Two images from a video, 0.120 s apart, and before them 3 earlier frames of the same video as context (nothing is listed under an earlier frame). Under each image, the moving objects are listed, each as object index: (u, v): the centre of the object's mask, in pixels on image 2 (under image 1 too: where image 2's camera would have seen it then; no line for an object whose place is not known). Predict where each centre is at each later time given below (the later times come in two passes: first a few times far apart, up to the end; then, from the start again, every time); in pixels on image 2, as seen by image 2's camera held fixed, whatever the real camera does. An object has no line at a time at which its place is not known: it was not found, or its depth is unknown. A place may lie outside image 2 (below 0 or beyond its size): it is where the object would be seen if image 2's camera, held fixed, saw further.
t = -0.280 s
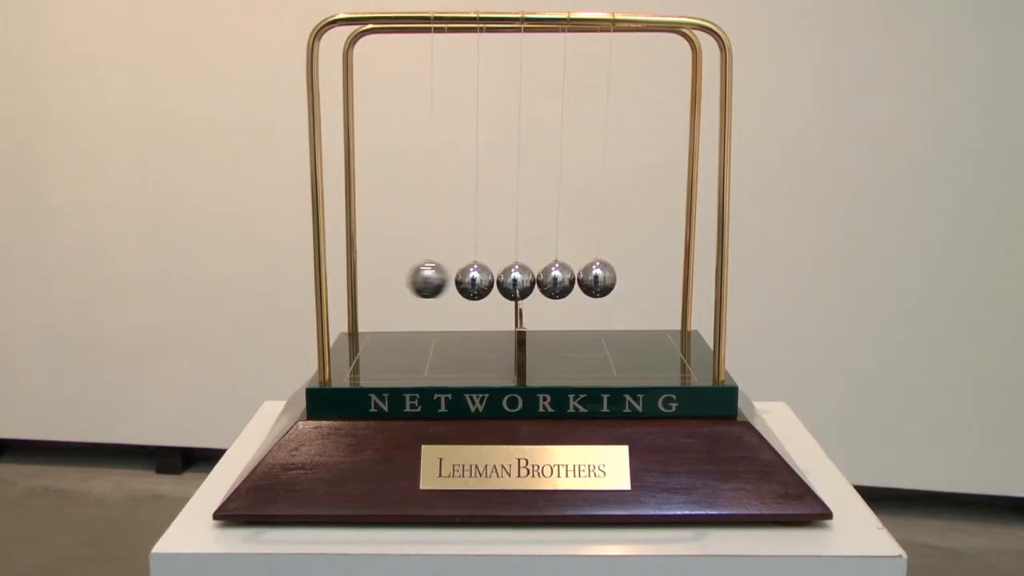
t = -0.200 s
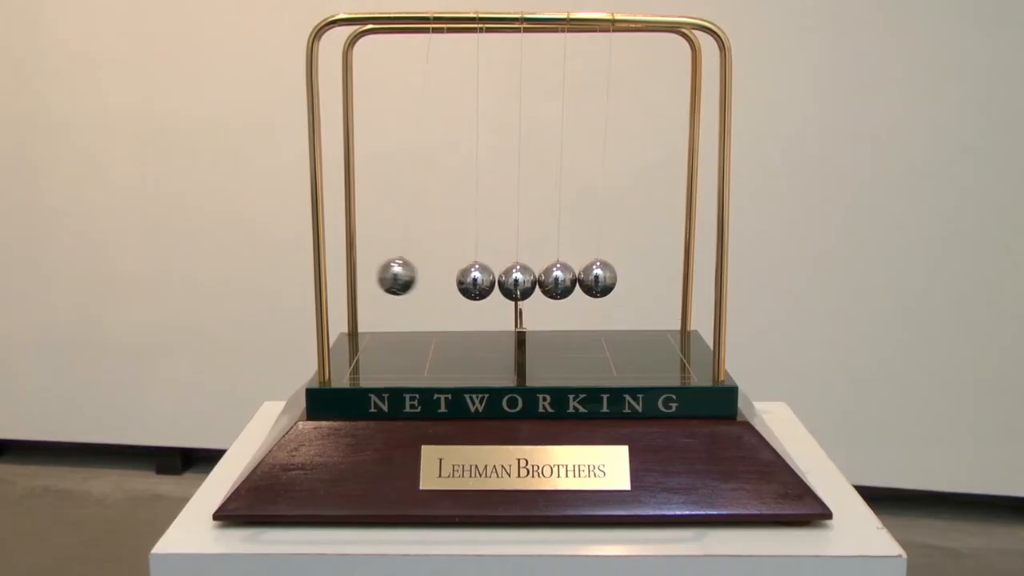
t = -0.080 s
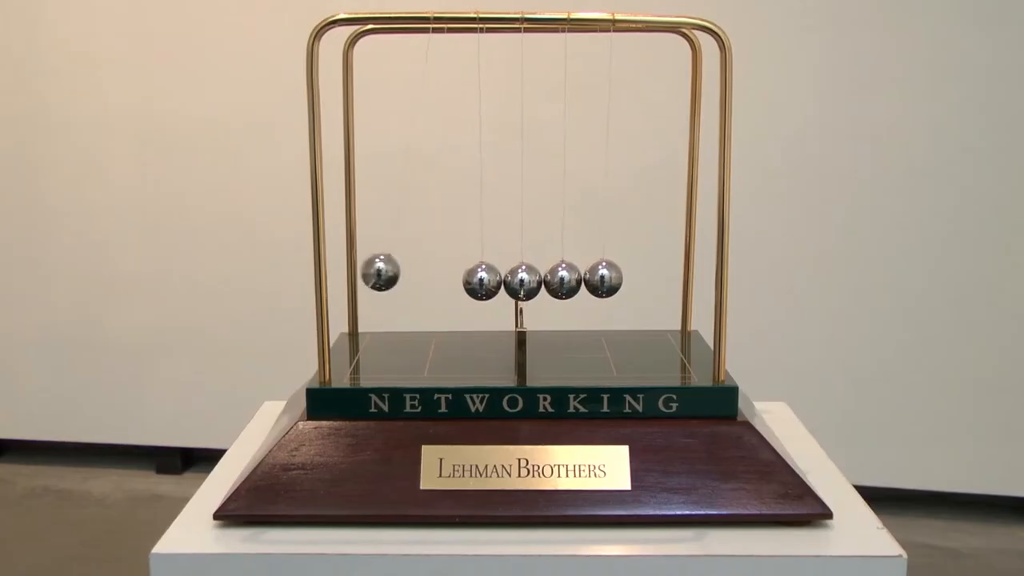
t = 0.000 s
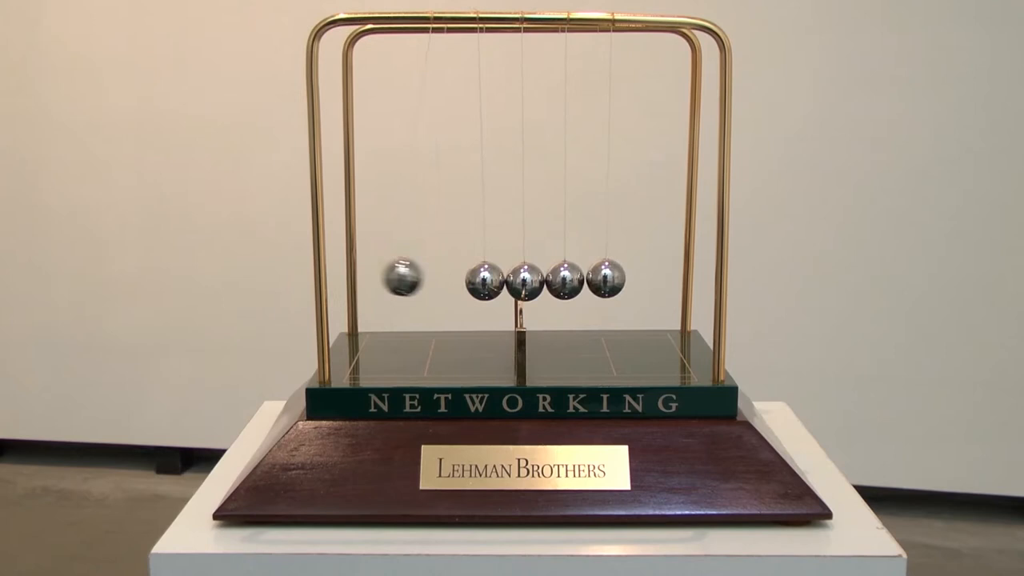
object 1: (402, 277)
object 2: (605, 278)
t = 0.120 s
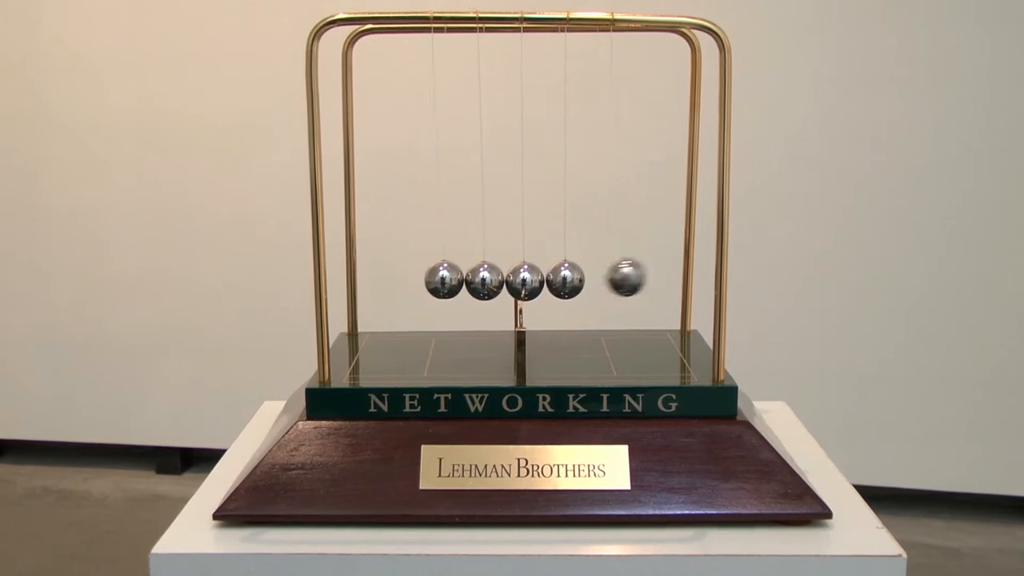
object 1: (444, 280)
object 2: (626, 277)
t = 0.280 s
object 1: (437, 280)
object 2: (648, 274)
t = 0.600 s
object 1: (380, 272)
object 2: (602, 278)
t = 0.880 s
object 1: (442, 279)
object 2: (646, 274)
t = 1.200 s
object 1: (399, 276)
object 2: (596, 278)
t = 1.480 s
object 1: (442, 279)
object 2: (606, 278)
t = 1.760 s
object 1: (434, 280)
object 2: (620, 278)
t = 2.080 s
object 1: (391, 274)
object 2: (604, 278)
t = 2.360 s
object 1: (439, 279)
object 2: (653, 273)
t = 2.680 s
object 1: (381, 272)
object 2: (602, 278)
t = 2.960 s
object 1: (443, 280)
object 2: (638, 276)
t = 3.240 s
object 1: (423, 279)
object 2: (596, 278)
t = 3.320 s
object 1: (394, 275)
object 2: (597, 278)
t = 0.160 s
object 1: (442, 280)
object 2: (641, 275)
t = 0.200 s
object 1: (441, 279)
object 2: (651, 273)
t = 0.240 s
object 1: (439, 279)
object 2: (654, 272)
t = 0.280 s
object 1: (437, 280)
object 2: (648, 274)
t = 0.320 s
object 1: (435, 280)
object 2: (635, 276)
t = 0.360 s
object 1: (434, 279)
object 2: (617, 277)
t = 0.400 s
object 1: (434, 279)
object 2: (597, 278)
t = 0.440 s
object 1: (418, 279)
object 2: (596, 278)
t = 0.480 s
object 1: (403, 277)
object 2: (596, 278)
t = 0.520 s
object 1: (391, 274)
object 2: (598, 278)
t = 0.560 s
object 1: (383, 272)
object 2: (600, 278)
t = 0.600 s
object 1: (380, 272)
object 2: (602, 278)
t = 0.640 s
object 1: (383, 273)
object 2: (604, 278)
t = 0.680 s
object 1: (393, 275)
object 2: (605, 278)
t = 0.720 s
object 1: (412, 278)
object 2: (606, 278)
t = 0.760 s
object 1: (434, 279)
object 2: (606, 278)
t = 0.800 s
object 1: (445, 279)
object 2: (615, 278)
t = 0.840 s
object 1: (444, 279)
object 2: (633, 276)
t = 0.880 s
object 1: (442, 279)
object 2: (646, 274)
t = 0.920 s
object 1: (440, 279)
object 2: (652, 273)
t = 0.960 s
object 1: (438, 279)
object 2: (651, 273)
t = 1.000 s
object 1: (437, 279)
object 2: (642, 275)
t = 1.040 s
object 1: (436, 279)
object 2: (627, 277)
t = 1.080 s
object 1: (435, 279)
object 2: (608, 278)
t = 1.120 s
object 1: (429, 279)
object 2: (595, 278)
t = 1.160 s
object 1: (411, 278)
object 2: (595, 278)
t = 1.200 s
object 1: (399, 276)
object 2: (596, 278)
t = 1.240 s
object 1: (389, 272)
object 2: (598, 278)
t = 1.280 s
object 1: (382, 273)
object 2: (599, 278)
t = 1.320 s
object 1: (381, 272)
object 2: (601, 278)
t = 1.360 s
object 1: (387, 274)
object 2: (603, 278)
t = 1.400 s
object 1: (400, 276)
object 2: (605, 278)
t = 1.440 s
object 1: (420, 278)
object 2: (606, 278)
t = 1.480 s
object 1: (442, 279)
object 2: (606, 278)
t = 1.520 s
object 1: (444, 279)
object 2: (621, 277)
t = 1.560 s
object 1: (443, 280)
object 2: (639, 276)
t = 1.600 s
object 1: (442, 279)
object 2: (650, 274)
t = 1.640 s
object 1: (440, 279)
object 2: (653, 273)
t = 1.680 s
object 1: (437, 280)
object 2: (649, 274)
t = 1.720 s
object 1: (436, 280)
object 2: (637, 276)
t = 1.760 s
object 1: (434, 280)
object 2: (620, 278)
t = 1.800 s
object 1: (434, 279)
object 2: (601, 278)
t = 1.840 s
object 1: (422, 279)
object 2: (596, 278)
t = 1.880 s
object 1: (406, 277)
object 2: (596, 278)
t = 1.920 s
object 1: (394, 275)
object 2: (597, 278)
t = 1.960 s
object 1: (385, 272)
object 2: (599, 278)
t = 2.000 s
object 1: (380, 272)
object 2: (601, 278)
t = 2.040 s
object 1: (382, 272)
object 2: (603, 278)
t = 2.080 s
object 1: (391, 274)
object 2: (604, 278)
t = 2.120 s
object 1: (407, 277)
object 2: (605, 278)
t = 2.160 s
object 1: (429, 280)
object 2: (606, 278)
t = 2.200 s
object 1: (445, 279)
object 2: (611, 278)
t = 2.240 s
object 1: (444, 279)
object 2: (630, 276)
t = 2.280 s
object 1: (442, 280)
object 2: (645, 274)
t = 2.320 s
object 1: (440, 279)
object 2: (653, 273)
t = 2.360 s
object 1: (439, 279)
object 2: (653, 273)
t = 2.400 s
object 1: (437, 280)
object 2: (646, 274)
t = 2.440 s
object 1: (436, 280)
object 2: (632, 276)
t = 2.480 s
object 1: (435, 280)
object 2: (613, 278)
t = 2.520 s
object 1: (433, 280)
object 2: (595, 278)
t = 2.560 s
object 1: (414, 279)
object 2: (596, 278)
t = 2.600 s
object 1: (400, 277)
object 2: (597, 278)
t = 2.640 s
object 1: (389, 273)
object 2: (600, 278)
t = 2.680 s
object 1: (381, 272)
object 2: (602, 278)
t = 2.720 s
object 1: (380, 272)
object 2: (604, 278)
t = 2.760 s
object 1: (384, 273)
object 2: (605, 278)
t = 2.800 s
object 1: (398, 276)
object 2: (606, 278)
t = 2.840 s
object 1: (417, 278)
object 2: (606, 278)
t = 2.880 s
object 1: (440, 280)
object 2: (606, 278)
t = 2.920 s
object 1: (444, 280)
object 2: (620, 278)
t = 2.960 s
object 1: (443, 280)
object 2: (638, 276)
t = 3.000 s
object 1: (441, 279)
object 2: (650, 274)
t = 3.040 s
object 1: (439, 279)
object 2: (654, 273)
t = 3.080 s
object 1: (438, 279)
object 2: (651, 273)
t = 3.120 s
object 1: (436, 280)
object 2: (640, 275)
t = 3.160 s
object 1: (435, 279)
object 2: (623, 277)
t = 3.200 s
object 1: (435, 280)
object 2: (602, 278)
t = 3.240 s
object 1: (423, 279)
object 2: (596, 278)
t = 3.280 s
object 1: (406, 277)
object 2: (596, 278)
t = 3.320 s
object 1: (394, 275)
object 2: (597, 278)
